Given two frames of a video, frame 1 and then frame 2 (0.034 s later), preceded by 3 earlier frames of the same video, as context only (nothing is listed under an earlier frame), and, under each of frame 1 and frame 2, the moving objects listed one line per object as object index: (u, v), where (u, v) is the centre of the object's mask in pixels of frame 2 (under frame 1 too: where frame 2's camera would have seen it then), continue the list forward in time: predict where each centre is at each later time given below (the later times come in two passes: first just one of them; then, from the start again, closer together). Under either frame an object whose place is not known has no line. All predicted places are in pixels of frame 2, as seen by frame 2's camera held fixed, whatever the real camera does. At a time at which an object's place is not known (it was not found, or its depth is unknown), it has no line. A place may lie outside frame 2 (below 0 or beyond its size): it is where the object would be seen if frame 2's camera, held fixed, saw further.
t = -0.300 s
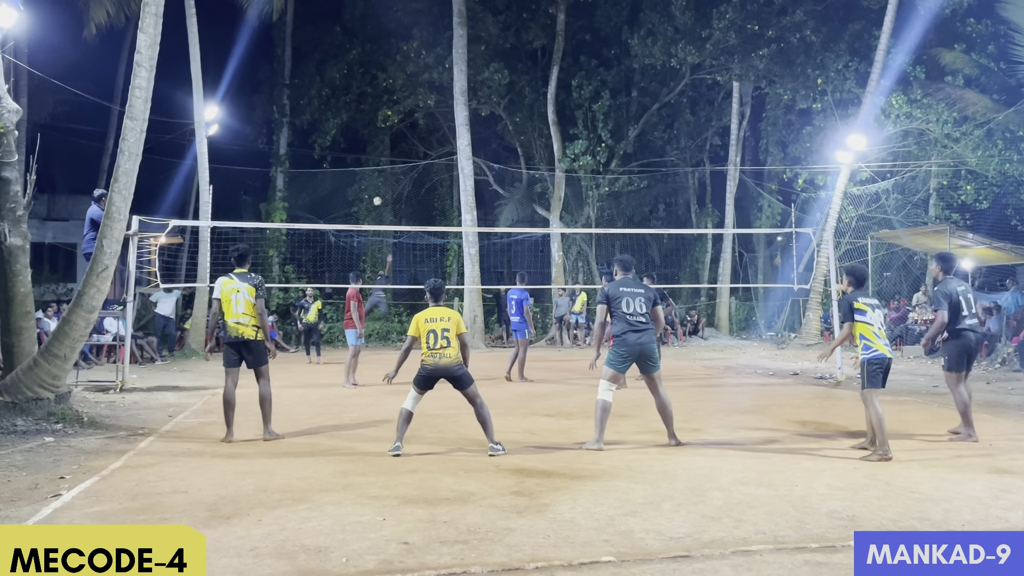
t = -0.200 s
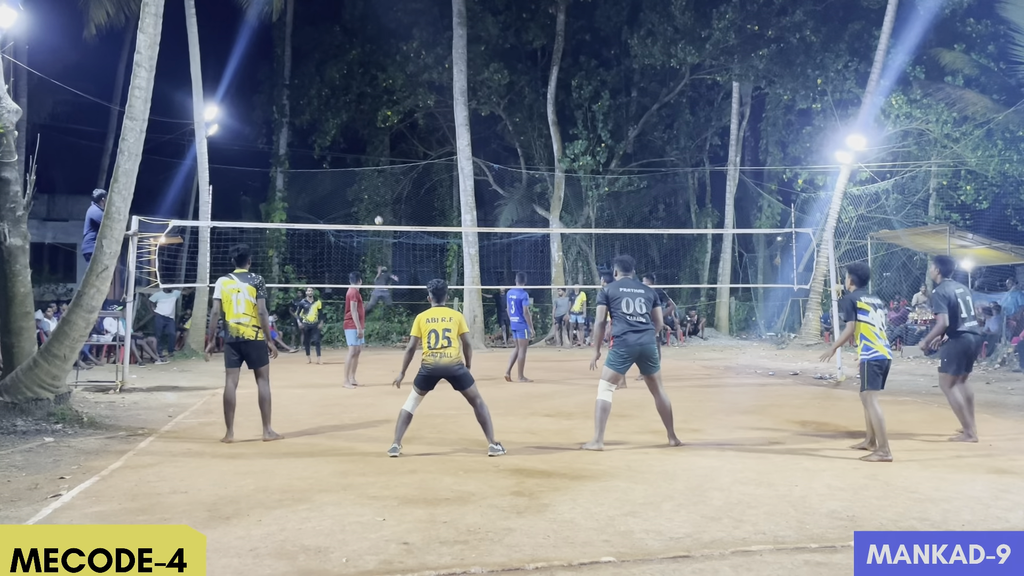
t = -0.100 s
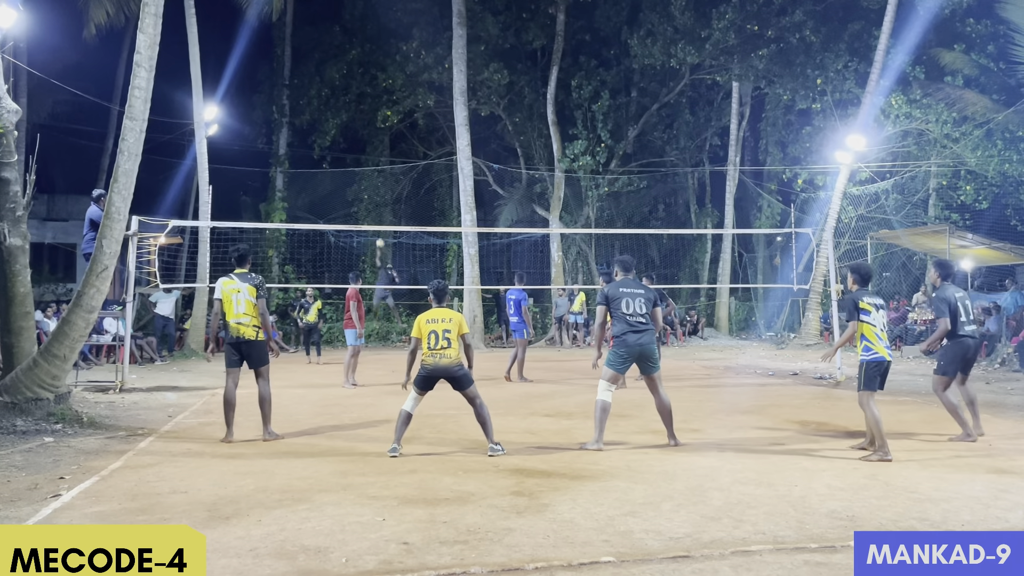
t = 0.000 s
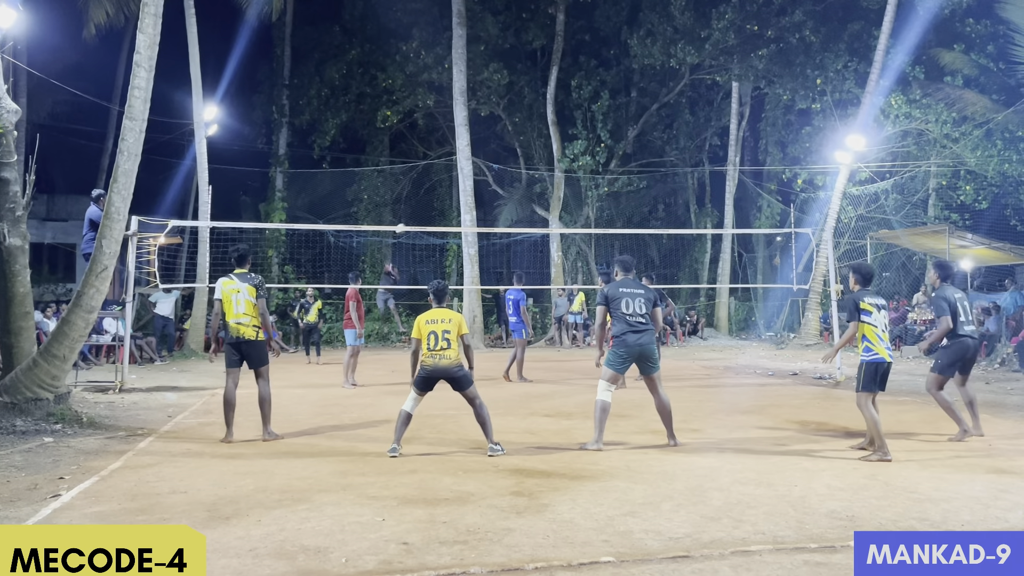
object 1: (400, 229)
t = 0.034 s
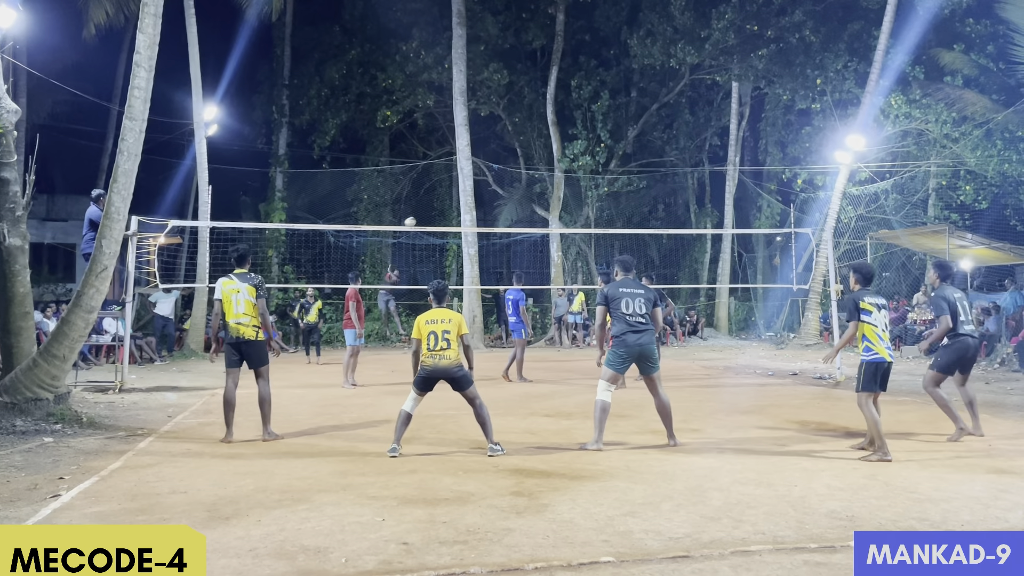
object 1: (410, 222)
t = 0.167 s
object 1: (459, 202)
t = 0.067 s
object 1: (421, 217)
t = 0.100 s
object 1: (433, 211)
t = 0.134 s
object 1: (446, 206)
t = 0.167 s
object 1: (459, 202)
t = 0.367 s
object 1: (577, 196)
